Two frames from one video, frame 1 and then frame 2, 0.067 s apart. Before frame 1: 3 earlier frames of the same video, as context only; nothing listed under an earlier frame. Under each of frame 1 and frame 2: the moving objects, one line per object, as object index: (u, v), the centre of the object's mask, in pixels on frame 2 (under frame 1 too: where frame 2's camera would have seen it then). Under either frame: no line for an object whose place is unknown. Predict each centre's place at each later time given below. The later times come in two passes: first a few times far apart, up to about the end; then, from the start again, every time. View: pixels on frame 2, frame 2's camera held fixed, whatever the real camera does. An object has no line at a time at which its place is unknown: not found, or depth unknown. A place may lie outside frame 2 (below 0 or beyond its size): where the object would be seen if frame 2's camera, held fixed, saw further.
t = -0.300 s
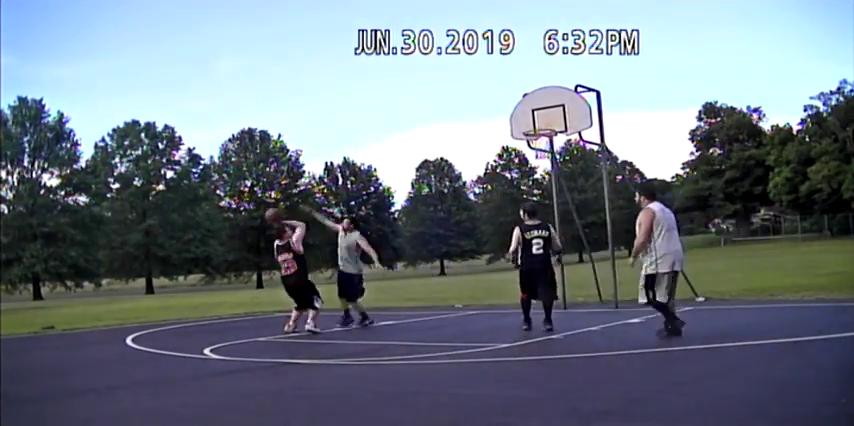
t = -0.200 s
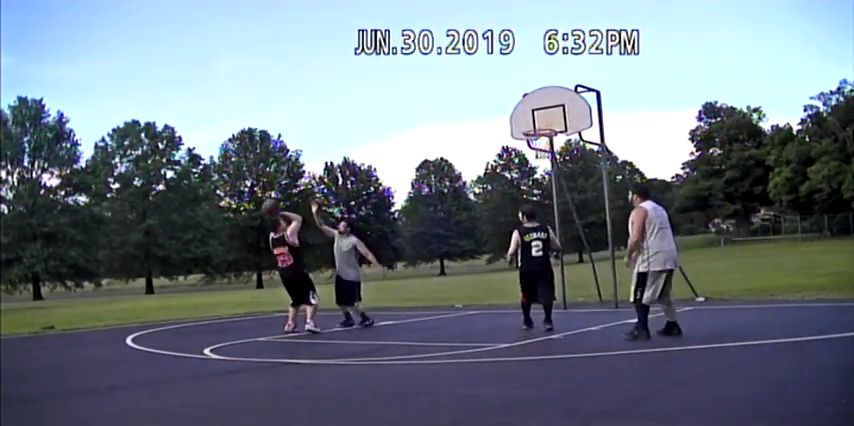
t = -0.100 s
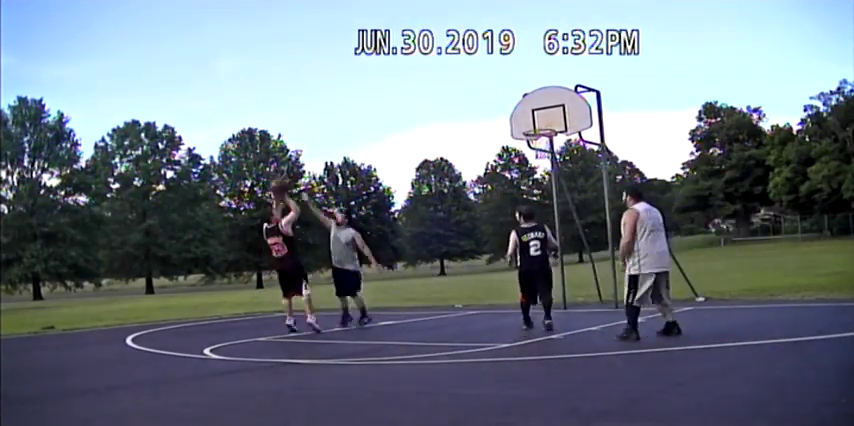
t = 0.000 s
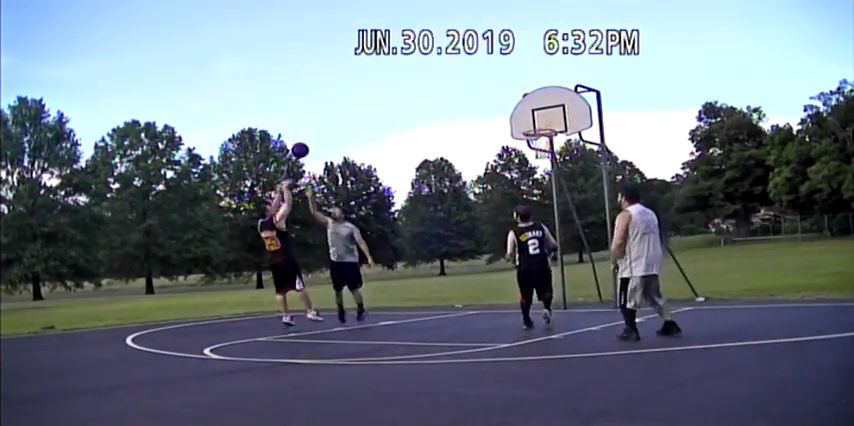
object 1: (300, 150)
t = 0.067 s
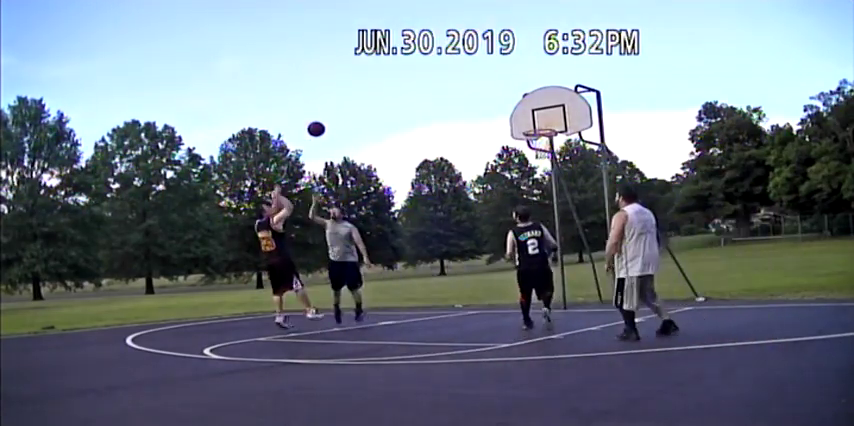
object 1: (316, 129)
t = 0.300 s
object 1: (371, 79)
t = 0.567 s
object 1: (433, 65)
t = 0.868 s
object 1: (501, 99)
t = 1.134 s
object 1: (542, 104)
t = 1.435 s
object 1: (551, 92)
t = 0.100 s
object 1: (324, 119)
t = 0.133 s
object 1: (332, 111)
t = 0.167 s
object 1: (340, 103)
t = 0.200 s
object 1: (348, 96)
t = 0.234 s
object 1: (356, 90)
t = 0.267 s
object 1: (363, 84)
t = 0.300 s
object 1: (371, 79)
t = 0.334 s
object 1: (379, 75)
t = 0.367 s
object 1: (386, 72)
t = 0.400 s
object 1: (394, 69)
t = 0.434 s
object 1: (402, 67)
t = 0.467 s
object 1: (410, 66)
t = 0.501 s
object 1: (417, 65)
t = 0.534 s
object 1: (425, 65)
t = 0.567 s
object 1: (433, 65)
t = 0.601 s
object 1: (440, 67)
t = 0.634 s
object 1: (448, 69)
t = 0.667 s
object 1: (456, 71)
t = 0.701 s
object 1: (463, 74)
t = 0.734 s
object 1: (471, 78)
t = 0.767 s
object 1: (479, 83)
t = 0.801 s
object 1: (486, 88)
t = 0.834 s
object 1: (494, 93)
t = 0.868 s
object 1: (501, 99)
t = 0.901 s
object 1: (509, 106)
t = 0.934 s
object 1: (517, 114)
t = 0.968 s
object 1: (525, 121)
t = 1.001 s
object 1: (530, 125)
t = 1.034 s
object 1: (533, 120)
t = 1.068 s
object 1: (536, 115)
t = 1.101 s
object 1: (539, 109)
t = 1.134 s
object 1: (542, 104)
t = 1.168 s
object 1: (545, 101)
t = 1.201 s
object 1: (545, 97)
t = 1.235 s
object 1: (546, 95)
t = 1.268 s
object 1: (546, 93)
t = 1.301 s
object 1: (547, 91)
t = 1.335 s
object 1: (548, 90)
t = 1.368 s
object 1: (549, 90)
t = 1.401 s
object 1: (550, 91)
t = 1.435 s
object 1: (551, 92)
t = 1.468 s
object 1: (553, 93)
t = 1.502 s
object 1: (554, 95)
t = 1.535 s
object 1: (555, 98)
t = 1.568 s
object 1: (557, 102)
